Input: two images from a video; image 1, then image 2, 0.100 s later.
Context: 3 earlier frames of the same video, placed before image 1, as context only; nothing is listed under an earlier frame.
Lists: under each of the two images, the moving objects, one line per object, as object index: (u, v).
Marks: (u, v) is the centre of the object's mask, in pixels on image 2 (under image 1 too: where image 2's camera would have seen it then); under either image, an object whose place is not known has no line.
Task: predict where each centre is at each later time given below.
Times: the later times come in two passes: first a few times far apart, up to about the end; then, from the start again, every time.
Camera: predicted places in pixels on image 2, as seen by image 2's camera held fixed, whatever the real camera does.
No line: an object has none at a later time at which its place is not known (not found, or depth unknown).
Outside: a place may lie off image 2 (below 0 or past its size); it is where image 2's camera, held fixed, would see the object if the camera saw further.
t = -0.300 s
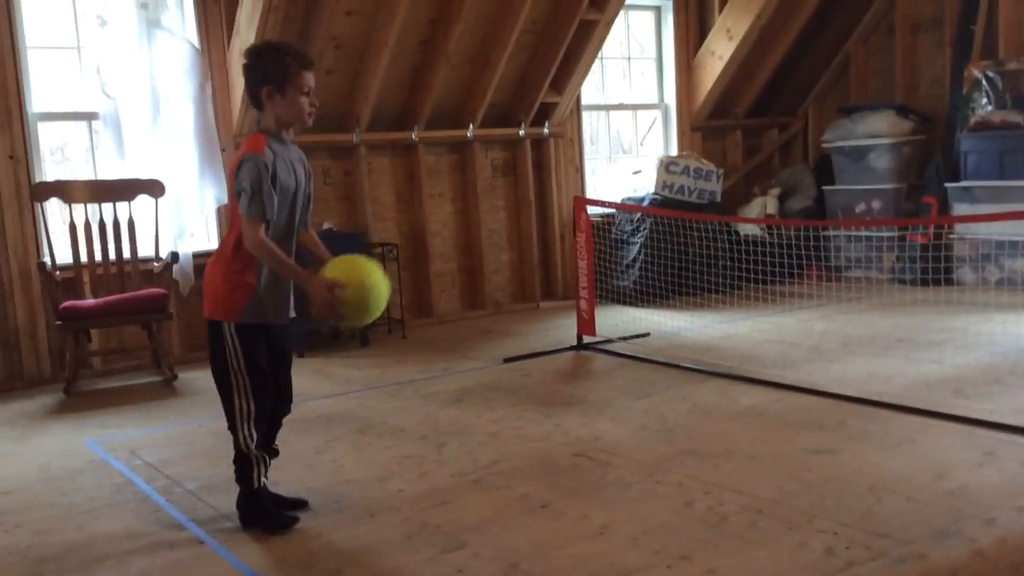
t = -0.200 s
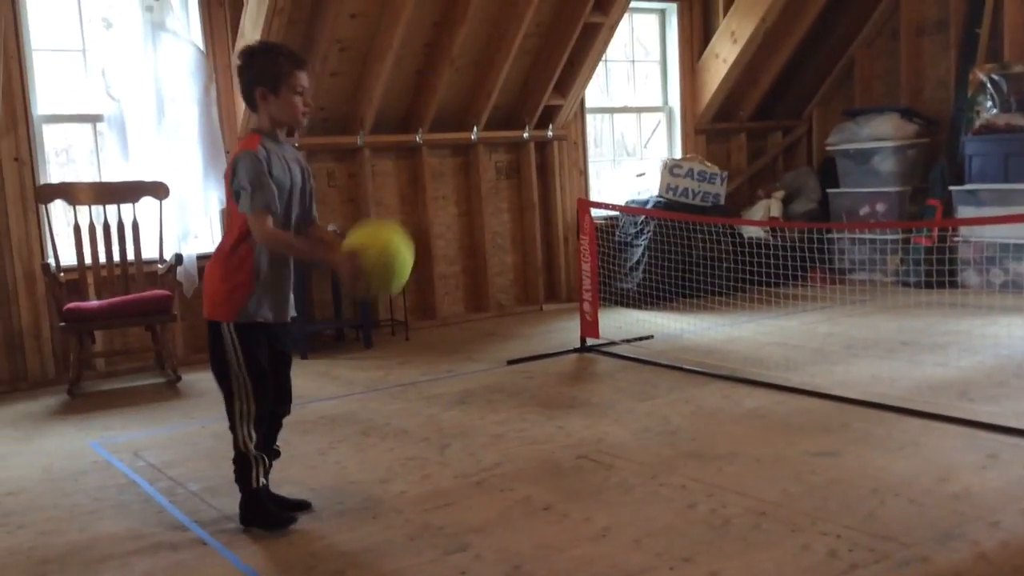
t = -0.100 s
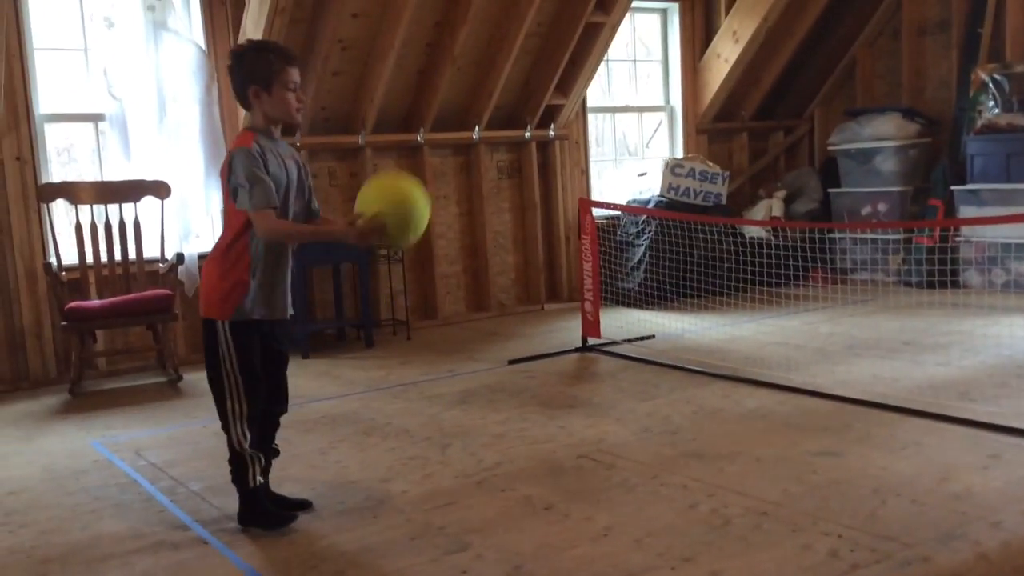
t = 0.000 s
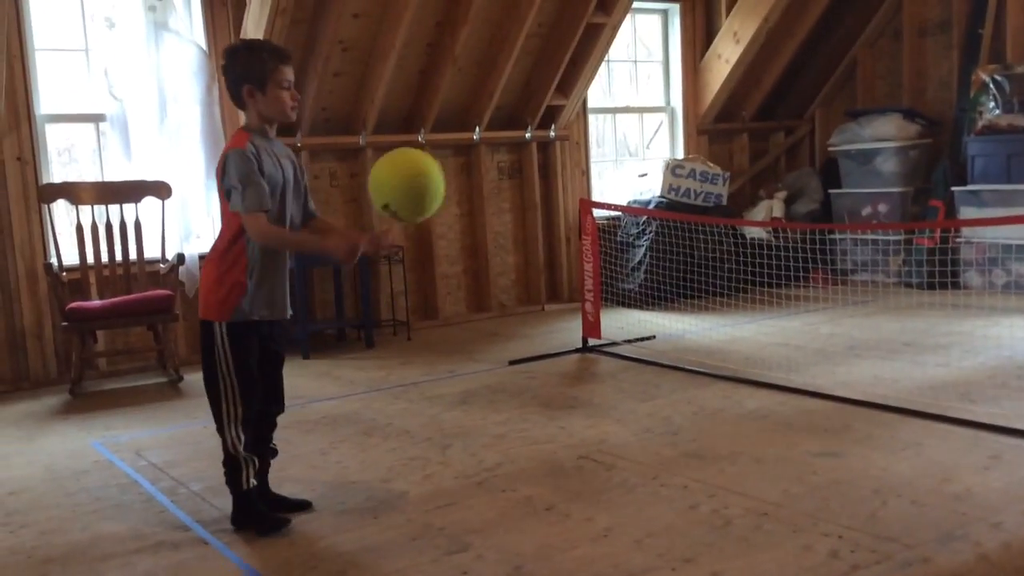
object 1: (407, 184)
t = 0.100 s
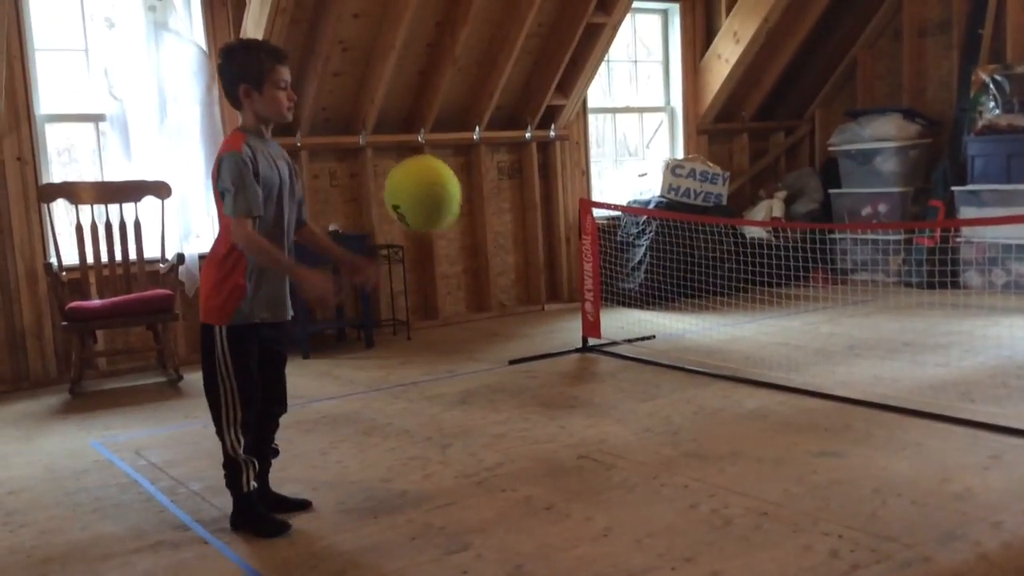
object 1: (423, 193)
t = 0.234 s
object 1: (456, 287)
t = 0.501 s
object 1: (503, 401)
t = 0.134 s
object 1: (435, 219)
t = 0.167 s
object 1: (442, 239)
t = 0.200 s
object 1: (449, 260)
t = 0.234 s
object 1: (456, 287)
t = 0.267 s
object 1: (462, 318)
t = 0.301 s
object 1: (470, 352)
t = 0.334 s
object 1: (478, 393)
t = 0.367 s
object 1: (486, 438)
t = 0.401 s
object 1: (492, 477)
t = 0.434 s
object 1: (496, 457)
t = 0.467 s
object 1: (500, 426)
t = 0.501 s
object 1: (503, 401)
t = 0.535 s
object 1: (507, 377)
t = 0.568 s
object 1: (509, 358)
